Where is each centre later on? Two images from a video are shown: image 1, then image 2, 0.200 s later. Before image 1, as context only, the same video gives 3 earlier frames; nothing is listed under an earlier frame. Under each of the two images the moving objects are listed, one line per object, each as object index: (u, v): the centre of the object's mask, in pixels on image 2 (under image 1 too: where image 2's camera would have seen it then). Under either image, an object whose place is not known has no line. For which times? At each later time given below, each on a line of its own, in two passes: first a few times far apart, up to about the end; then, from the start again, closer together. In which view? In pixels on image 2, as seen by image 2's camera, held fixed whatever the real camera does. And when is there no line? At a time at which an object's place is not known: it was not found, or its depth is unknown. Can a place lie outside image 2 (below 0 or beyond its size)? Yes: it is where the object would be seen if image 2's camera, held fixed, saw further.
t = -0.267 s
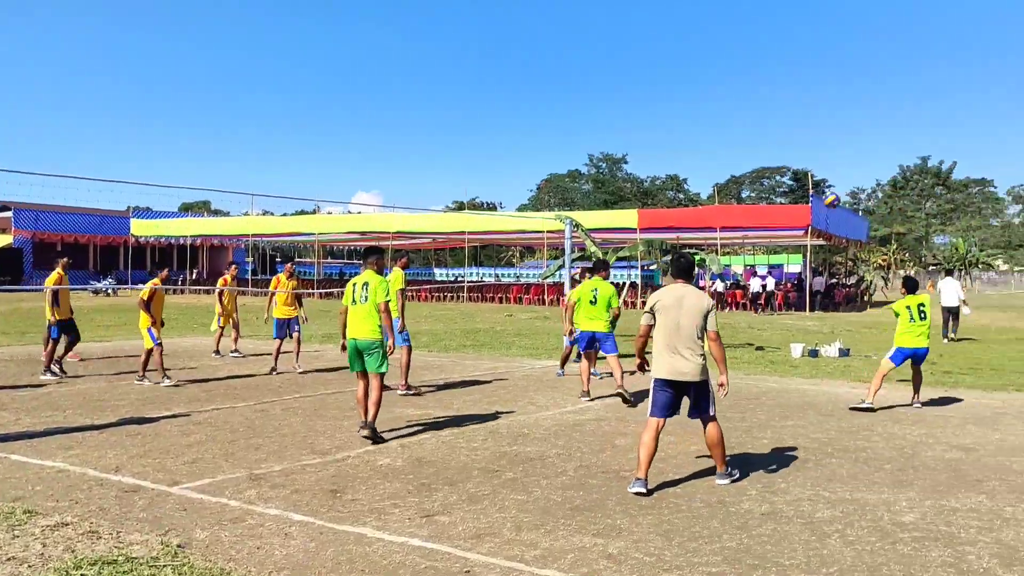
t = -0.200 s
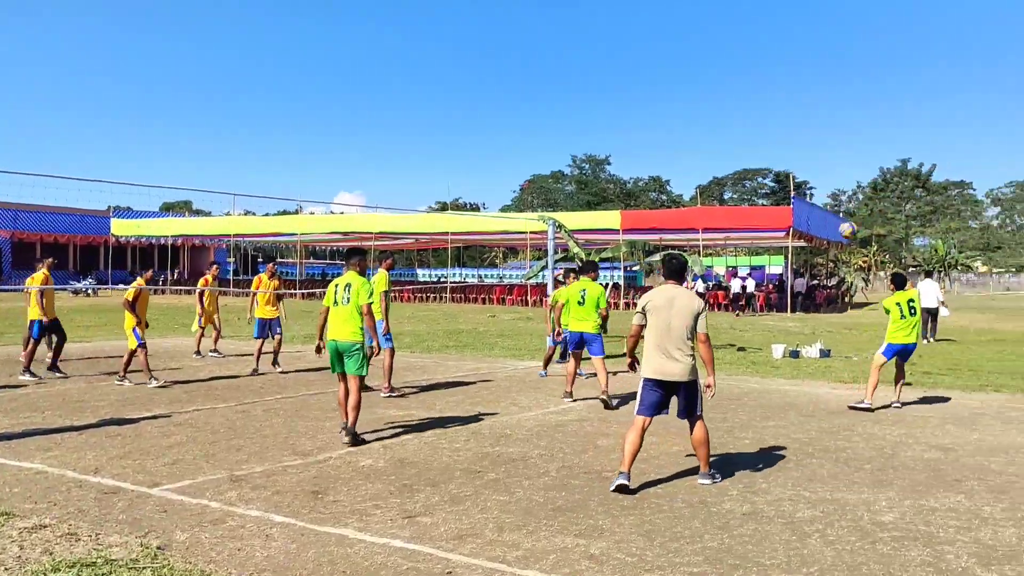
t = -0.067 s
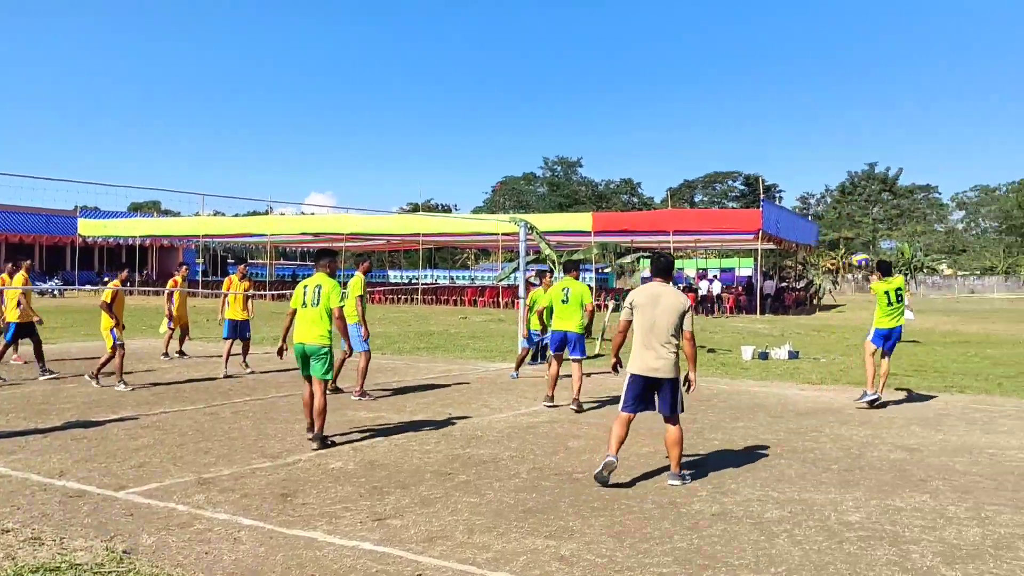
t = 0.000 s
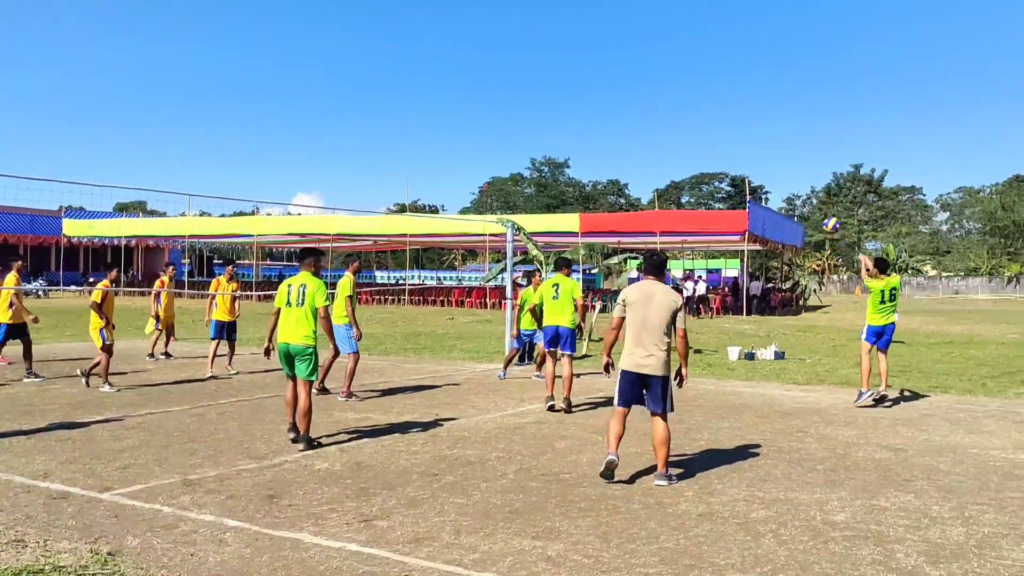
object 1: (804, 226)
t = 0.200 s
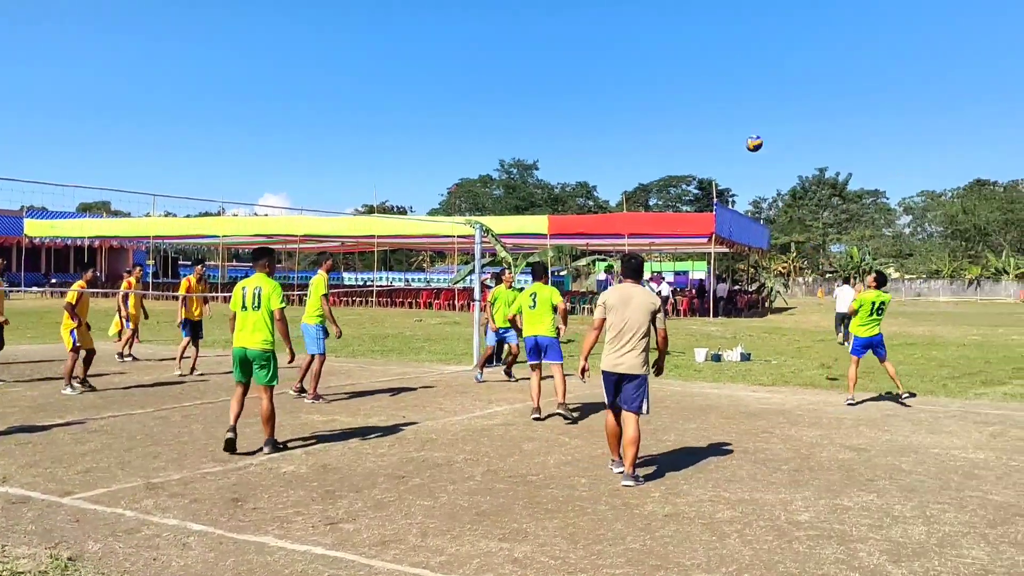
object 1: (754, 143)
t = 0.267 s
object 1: (739, 122)
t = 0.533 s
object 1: (682, 74)
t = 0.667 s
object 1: (657, 69)
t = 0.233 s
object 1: (746, 133)
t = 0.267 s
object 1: (739, 122)
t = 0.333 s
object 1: (724, 105)
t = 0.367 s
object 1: (716, 97)
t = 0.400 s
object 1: (709, 91)
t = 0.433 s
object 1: (703, 85)
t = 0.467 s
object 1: (696, 80)
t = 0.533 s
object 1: (682, 74)
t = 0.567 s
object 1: (676, 71)
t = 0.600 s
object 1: (670, 70)
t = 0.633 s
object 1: (664, 69)
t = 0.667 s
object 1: (657, 69)
